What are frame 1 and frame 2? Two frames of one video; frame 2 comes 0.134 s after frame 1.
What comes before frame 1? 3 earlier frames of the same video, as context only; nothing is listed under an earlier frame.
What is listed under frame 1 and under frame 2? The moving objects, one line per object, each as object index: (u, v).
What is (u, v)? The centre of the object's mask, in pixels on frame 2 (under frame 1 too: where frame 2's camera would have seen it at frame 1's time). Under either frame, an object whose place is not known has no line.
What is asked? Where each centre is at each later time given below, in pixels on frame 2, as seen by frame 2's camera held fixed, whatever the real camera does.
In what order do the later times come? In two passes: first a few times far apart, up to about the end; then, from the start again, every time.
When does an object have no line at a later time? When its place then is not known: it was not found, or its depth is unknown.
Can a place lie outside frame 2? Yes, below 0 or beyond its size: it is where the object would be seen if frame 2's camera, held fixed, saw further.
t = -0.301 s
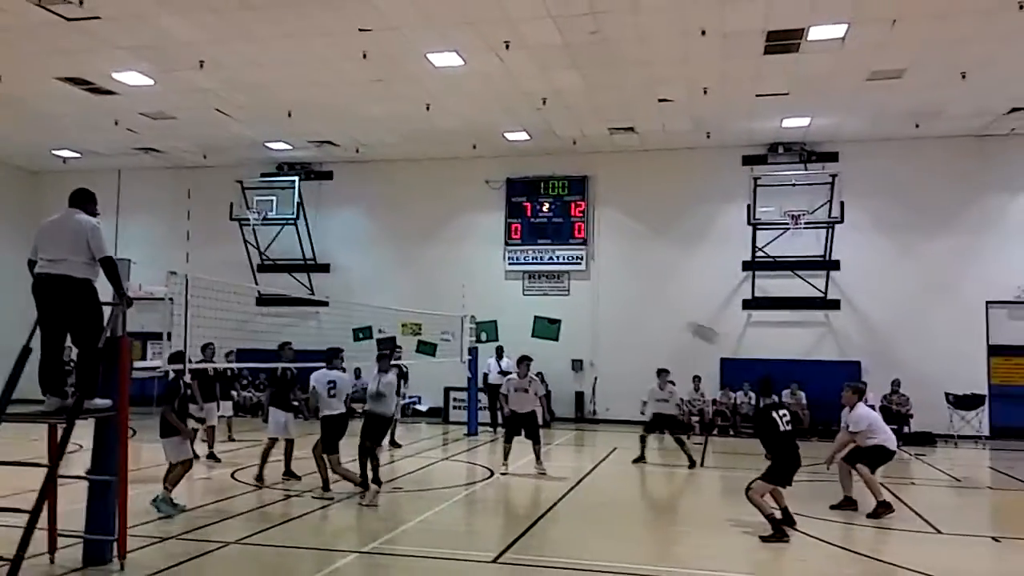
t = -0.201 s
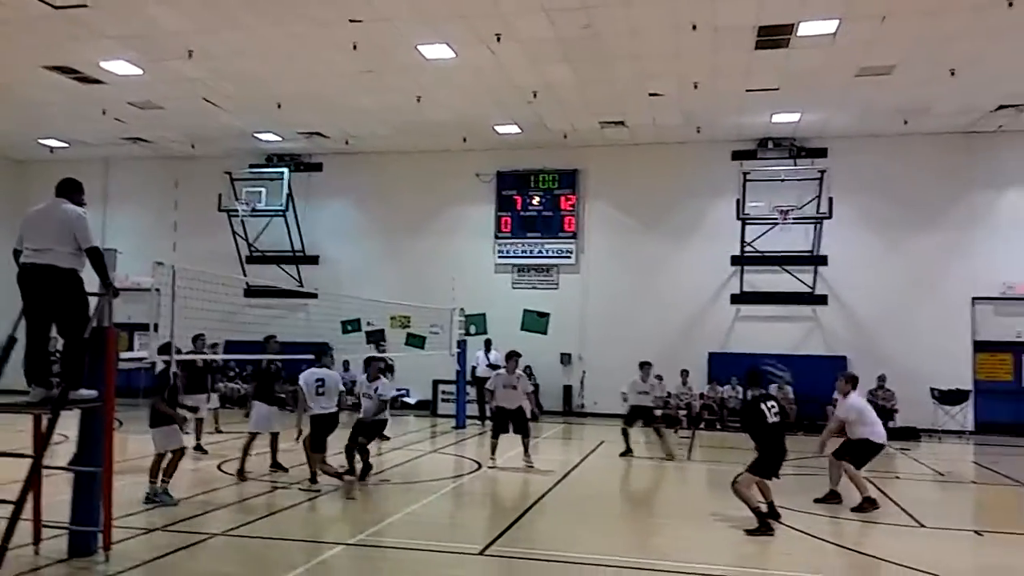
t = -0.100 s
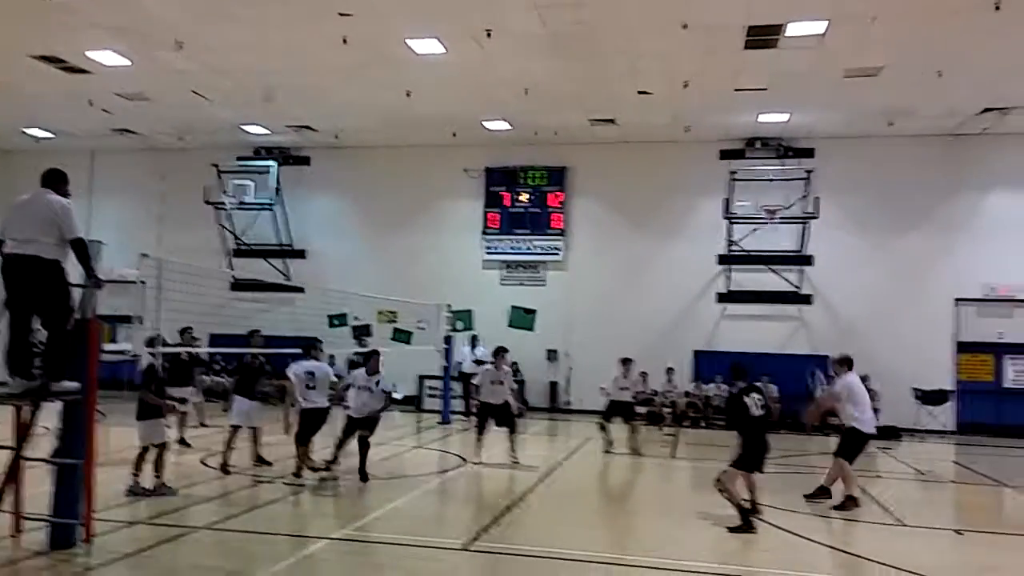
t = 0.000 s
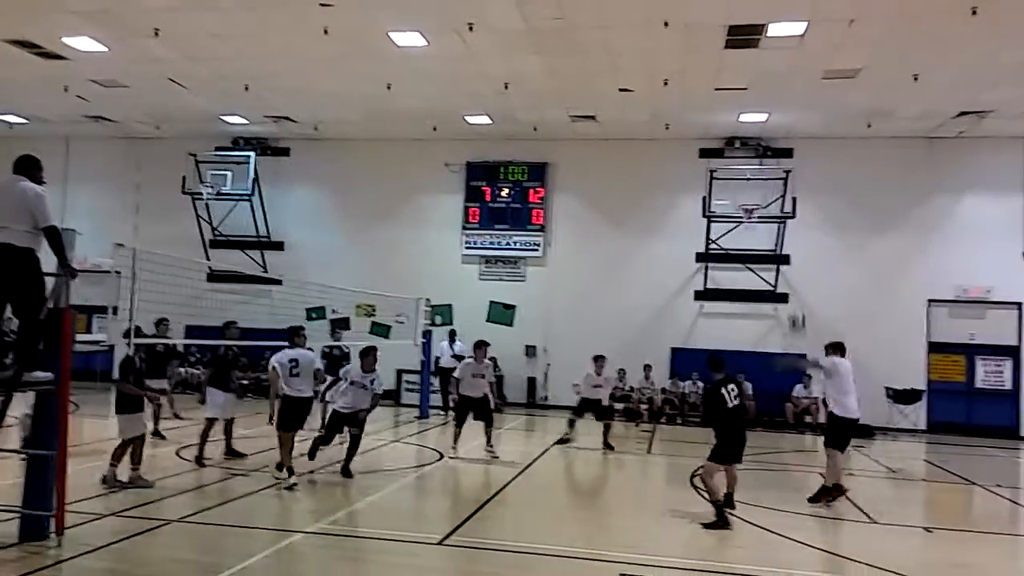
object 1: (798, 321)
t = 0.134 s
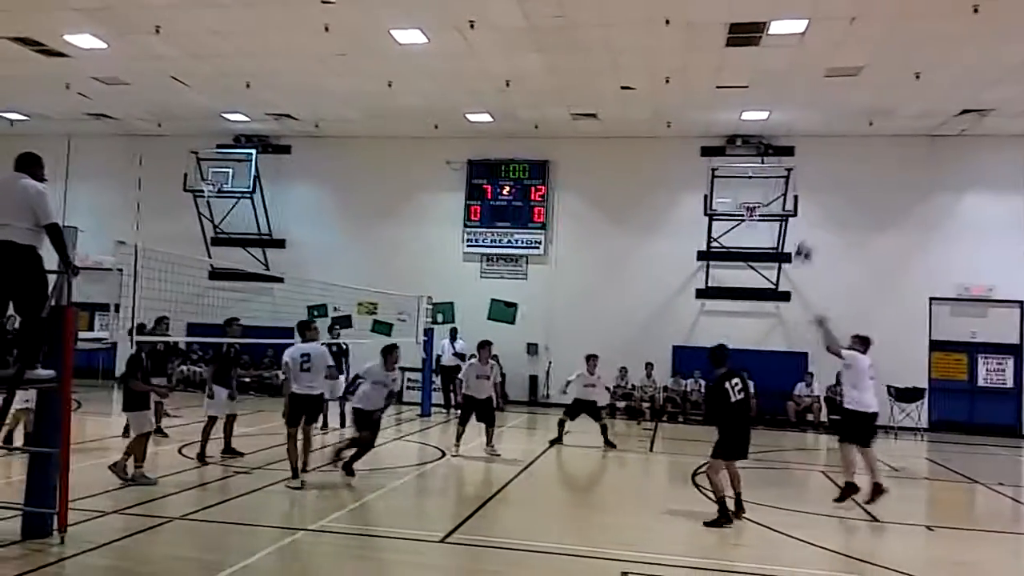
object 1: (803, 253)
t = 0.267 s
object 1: (808, 196)
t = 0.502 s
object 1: (819, 131)
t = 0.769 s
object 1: (831, 114)
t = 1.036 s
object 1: (840, 171)
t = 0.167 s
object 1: (804, 237)
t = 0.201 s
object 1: (806, 223)
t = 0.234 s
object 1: (808, 210)
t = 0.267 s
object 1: (808, 196)
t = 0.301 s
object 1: (810, 185)
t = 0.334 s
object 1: (811, 174)
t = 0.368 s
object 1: (813, 163)
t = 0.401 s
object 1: (815, 154)
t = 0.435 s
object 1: (817, 145)
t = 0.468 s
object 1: (818, 138)
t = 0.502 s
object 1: (819, 131)
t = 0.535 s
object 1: (820, 125)
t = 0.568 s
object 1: (821, 121)
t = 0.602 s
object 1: (823, 118)
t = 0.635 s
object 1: (825, 115)
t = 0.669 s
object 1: (826, 113)
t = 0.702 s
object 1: (828, 112)
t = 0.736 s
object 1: (828, 112)
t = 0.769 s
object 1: (831, 114)
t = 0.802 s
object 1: (831, 118)
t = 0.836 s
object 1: (833, 122)
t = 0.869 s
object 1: (835, 127)
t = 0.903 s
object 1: (836, 133)
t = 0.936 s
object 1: (838, 140)
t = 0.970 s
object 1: (838, 149)
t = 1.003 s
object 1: (838, 163)
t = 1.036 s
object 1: (840, 171)
